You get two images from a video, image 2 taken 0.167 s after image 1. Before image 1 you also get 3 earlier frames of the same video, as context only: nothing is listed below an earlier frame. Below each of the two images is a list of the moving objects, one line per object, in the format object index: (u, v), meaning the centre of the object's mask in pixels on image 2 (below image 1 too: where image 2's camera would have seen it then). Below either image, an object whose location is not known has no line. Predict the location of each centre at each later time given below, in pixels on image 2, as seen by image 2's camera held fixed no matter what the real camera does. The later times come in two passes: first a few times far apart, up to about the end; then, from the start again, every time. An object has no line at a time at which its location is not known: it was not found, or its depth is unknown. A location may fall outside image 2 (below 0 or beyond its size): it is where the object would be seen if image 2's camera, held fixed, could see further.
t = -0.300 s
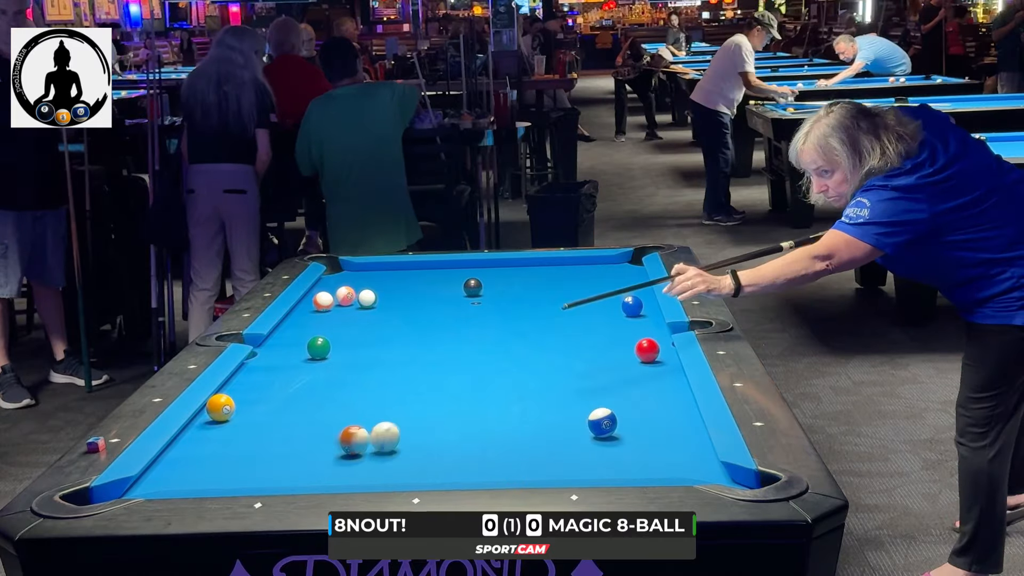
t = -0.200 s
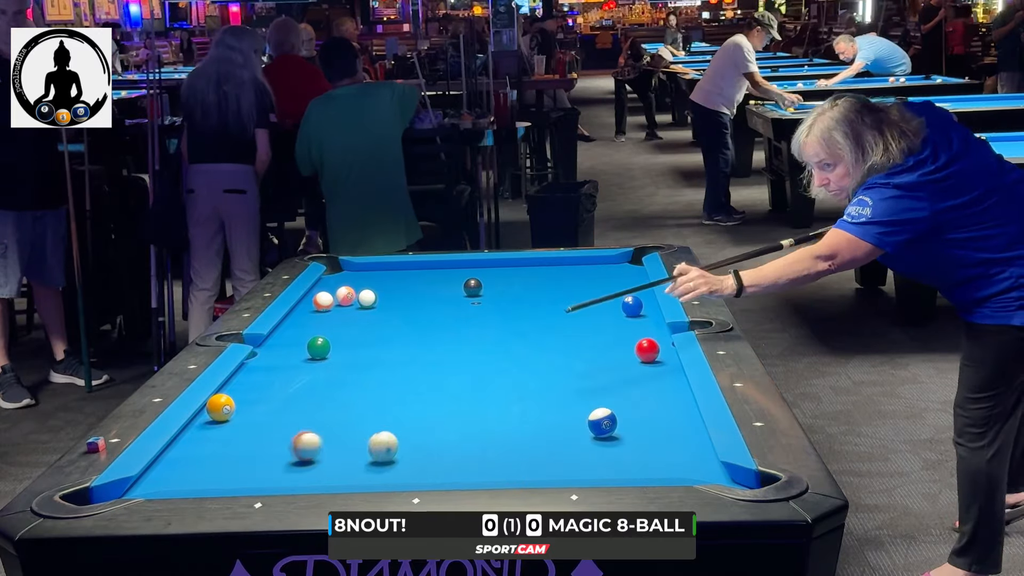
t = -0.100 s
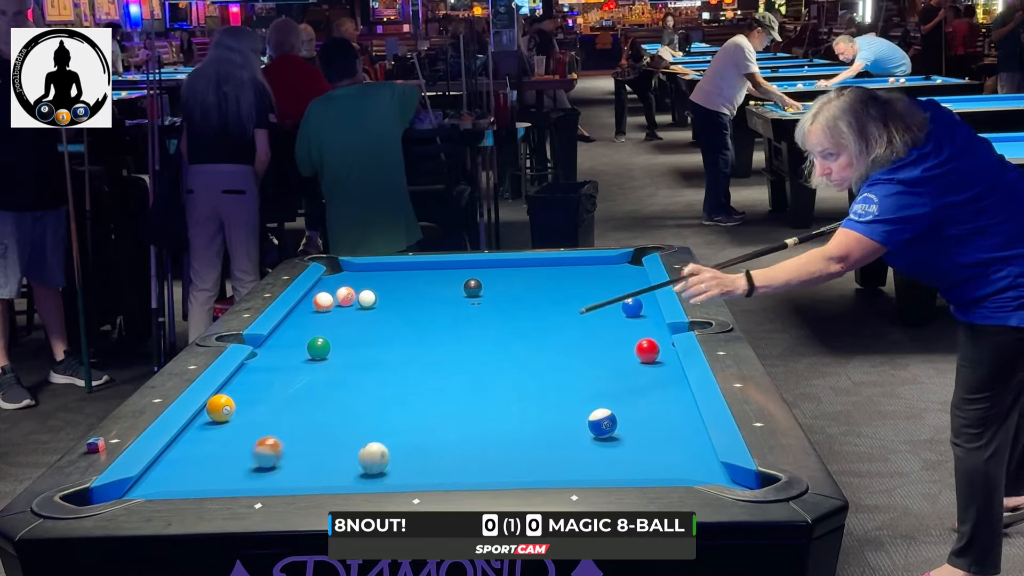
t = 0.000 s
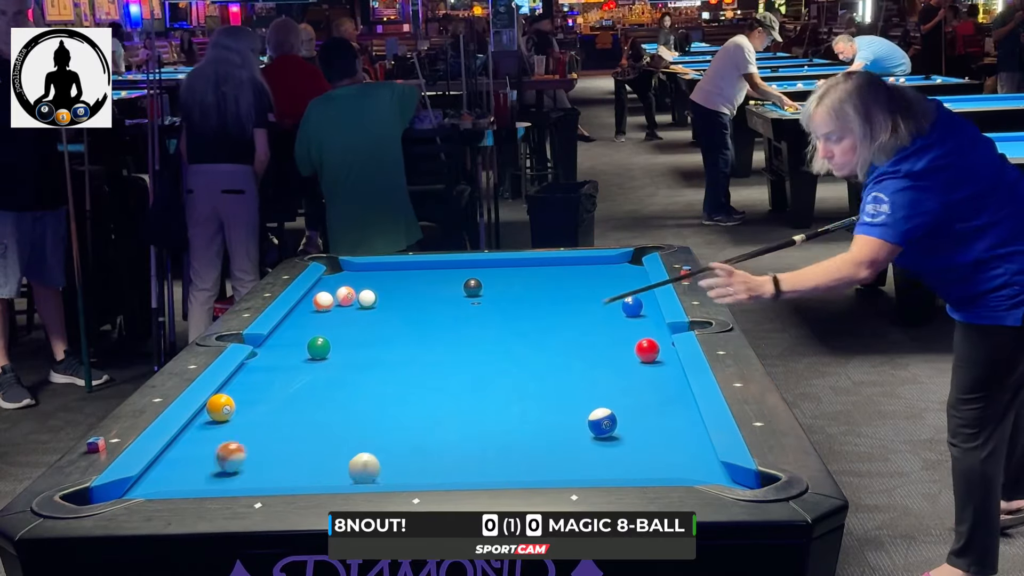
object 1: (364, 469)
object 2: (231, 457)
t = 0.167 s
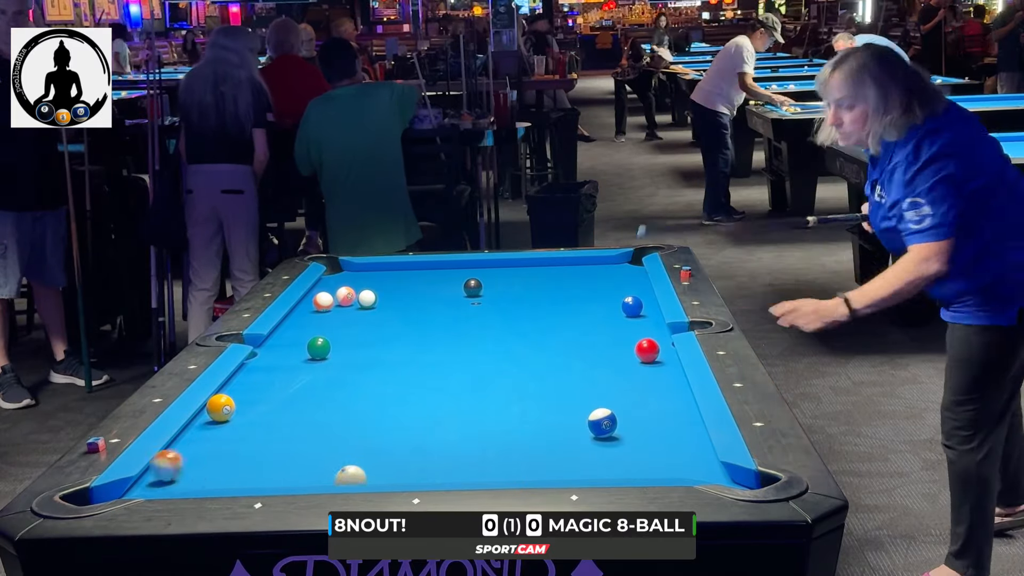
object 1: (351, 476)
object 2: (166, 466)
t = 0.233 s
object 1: (351, 473)
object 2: (172, 468)
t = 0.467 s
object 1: (353, 461)
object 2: (217, 473)
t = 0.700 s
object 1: (355, 447)
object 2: (259, 475)
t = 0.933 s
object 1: (356, 435)
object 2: (301, 477)
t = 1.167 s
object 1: (357, 423)
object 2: (340, 476)
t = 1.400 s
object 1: (357, 413)
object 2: (374, 474)
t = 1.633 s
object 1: (357, 405)
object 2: (405, 471)
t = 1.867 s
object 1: (358, 398)
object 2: (433, 470)
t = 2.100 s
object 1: (359, 391)
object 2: (459, 467)
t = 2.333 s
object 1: (359, 385)
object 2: (483, 465)
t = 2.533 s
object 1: (360, 381)
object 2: (500, 462)
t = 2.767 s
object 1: (361, 376)
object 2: (519, 460)
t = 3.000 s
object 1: (362, 372)
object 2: (534, 458)
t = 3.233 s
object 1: (363, 369)
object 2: (547, 455)
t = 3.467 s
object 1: (364, 366)
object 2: (558, 453)
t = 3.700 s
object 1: (365, 364)
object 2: (567, 452)
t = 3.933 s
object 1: (366, 363)
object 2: (574, 452)
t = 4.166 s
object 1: (367, 362)
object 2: (578, 451)
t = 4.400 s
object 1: (368, 361)
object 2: (580, 450)
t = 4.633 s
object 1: (368, 361)
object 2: (581, 450)
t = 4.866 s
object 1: (368, 361)
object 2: (581, 450)
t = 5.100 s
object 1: (368, 361)
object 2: (581, 450)
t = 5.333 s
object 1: (368, 361)
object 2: (580, 450)
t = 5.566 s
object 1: (368, 361)
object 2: (580, 450)
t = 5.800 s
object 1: (368, 361)
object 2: (580, 450)
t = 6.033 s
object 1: (368, 361)
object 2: (580, 450)
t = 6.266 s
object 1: (368, 361)
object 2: (580, 450)
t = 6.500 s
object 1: (368, 361)
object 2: (580, 450)
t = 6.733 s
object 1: (368, 361)
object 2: (580, 450)
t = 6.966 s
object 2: (581, 450)
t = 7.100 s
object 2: (581, 450)
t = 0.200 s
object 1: (351, 475)
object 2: (165, 467)
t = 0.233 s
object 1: (351, 473)
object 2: (172, 468)
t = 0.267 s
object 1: (351, 472)
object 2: (179, 468)
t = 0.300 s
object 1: (352, 471)
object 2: (185, 469)
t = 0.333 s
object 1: (352, 469)
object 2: (191, 470)
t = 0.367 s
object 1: (352, 468)
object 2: (197, 470)
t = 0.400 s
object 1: (353, 465)
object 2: (204, 471)
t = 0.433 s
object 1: (353, 463)
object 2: (210, 471)
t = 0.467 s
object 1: (353, 461)
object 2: (217, 473)
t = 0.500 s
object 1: (353, 459)
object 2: (222, 473)
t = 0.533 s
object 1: (354, 457)
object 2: (229, 473)
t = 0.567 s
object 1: (354, 455)
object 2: (235, 474)
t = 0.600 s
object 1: (354, 452)
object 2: (241, 474)
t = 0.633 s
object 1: (354, 451)
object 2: (247, 474)
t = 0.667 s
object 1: (355, 449)
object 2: (253, 474)
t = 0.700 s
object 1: (355, 447)
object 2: (259, 475)
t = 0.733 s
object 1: (355, 445)
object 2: (265, 475)
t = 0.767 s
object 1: (355, 443)
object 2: (271, 475)
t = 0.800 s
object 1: (355, 441)
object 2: (277, 476)
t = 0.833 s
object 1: (356, 439)
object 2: (283, 476)
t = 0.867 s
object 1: (356, 437)
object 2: (289, 476)
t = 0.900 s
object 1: (356, 436)
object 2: (296, 477)
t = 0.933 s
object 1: (356, 435)
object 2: (301, 477)
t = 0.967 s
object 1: (356, 433)
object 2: (307, 478)
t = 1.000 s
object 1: (356, 431)
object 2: (313, 477)
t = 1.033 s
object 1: (356, 429)
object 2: (319, 477)
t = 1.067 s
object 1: (356, 428)
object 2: (325, 477)
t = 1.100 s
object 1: (357, 426)
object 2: (330, 477)
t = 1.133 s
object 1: (357, 425)
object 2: (335, 476)
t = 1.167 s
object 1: (357, 423)
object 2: (340, 476)
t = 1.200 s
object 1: (357, 422)
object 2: (345, 476)
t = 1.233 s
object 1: (357, 421)
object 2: (350, 475)
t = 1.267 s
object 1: (357, 419)
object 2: (355, 475)
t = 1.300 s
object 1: (357, 418)
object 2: (360, 475)
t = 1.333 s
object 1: (357, 416)
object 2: (364, 474)
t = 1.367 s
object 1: (357, 415)
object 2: (369, 474)
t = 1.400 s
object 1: (357, 413)
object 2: (374, 474)
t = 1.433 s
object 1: (357, 412)
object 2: (379, 473)
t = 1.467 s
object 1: (357, 411)
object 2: (383, 473)
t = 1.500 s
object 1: (357, 410)
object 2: (388, 473)
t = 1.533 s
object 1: (357, 408)
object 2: (392, 473)
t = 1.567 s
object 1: (357, 407)
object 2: (396, 472)
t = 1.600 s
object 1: (357, 406)
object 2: (401, 472)
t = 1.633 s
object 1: (357, 405)
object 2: (405, 471)
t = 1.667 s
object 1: (358, 404)
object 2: (409, 471)
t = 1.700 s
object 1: (358, 403)
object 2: (413, 471)
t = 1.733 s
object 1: (358, 401)
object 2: (418, 471)
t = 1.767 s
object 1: (358, 401)
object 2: (422, 470)
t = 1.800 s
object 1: (358, 400)
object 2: (426, 470)
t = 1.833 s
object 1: (358, 399)
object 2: (430, 470)
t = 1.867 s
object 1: (358, 398)
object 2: (433, 470)
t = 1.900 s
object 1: (358, 396)
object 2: (437, 469)
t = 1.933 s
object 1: (358, 396)
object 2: (441, 469)
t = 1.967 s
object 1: (359, 395)
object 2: (445, 468)
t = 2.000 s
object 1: (359, 393)
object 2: (448, 468)
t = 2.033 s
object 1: (359, 393)
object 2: (452, 468)
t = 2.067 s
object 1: (359, 392)
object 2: (456, 467)
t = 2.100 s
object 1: (359, 391)
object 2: (459, 467)
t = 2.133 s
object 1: (359, 390)
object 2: (463, 467)
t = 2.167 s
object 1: (359, 389)
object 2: (466, 466)
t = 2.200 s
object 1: (359, 388)
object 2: (470, 466)
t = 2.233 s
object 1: (359, 388)
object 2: (473, 466)
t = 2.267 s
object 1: (359, 387)
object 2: (476, 465)
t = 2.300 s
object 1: (359, 386)
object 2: (479, 465)
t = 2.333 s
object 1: (359, 385)
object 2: (483, 465)
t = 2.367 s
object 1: (359, 384)
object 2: (486, 465)
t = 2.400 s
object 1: (359, 384)
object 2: (488, 465)
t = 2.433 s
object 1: (359, 383)
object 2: (491, 464)
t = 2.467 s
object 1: (359, 382)
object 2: (494, 464)
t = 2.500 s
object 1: (359, 381)
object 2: (497, 463)
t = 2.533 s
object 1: (360, 381)
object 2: (500, 462)
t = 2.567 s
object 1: (360, 380)
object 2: (503, 462)
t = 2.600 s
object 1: (360, 379)
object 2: (506, 462)
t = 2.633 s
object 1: (360, 379)
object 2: (508, 462)
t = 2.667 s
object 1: (360, 378)
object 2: (511, 461)
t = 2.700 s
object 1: (360, 377)
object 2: (514, 461)
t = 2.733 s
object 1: (361, 377)
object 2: (516, 460)
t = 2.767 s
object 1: (361, 376)
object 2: (519, 460)
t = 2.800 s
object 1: (361, 375)
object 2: (521, 460)
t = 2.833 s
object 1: (361, 375)
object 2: (523, 460)
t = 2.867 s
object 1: (361, 374)
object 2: (526, 460)
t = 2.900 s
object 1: (361, 374)
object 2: (528, 459)
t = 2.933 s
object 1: (362, 373)
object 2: (530, 459)
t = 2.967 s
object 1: (362, 373)
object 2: (532, 459)
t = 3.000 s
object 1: (362, 372)
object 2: (534, 458)
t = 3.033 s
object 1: (362, 372)
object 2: (536, 458)
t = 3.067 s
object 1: (362, 371)
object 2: (538, 458)
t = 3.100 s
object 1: (362, 371)
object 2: (540, 457)
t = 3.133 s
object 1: (362, 370)
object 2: (542, 457)
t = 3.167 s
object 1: (362, 370)
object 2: (544, 456)
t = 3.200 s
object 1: (363, 369)
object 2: (546, 456)
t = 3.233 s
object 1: (363, 369)
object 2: (547, 455)
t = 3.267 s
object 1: (363, 368)
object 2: (549, 455)
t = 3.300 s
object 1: (363, 368)
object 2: (551, 455)
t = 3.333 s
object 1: (363, 368)
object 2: (552, 455)
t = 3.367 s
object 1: (364, 367)
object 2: (554, 454)
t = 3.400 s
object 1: (364, 367)
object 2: (556, 454)
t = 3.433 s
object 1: (364, 367)
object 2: (557, 454)
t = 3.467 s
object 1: (364, 366)
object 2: (558, 453)
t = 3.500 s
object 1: (364, 366)
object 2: (560, 453)
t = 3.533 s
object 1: (364, 366)
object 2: (561, 453)
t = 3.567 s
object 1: (364, 365)
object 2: (562, 453)
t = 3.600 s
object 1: (365, 365)
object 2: (563, 453)
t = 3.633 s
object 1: (365, 365)
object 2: (565, 453)
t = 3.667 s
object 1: (365, 365)
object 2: (566, 453)
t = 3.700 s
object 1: (365, 364)
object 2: (567, 452)
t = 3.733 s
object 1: (365, 364)
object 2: (568, 452)
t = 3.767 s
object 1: (366, 363)
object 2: (569, 452)
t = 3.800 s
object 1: (366, 364)
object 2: (570, 452)
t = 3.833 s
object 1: (366, 363)
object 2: (571, 452)
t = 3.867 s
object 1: (366, 363)
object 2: (572, 452)
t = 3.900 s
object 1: (366, 363)
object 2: (573, 452)
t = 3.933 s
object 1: (366, 363)
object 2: (574, 452)
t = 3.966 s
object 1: (366, 362)
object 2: (574, 452)
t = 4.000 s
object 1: (366, 362)
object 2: (575, 451)
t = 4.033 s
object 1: (367, 362)
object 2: (576, 451)
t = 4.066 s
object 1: (367, 362)
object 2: (576, 451)
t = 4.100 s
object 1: (367, 362)
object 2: (577, 451)
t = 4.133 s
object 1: (367, 362)
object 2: (577, 451)
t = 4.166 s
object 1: (367, 362)
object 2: (578, 451)
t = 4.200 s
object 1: (367, 362)
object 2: (578, 451)
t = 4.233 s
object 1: (367, 362)
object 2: (579, 450)
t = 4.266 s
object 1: (368, 361)
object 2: (579, 450)
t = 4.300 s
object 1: (368, 361)
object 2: (579, 450)
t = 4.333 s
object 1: (368, 361)
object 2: (579, 450)
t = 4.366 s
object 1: (368, 361)
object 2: (580, 450)
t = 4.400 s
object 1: (368, 361)
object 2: (580, 450)
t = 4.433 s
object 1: (368, 361)
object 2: (580, 450)
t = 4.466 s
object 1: (368, 361)
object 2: (580, 450)
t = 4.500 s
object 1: (368, 361)
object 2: (581, 450)
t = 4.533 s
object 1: (368, 361)
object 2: (581, 450)
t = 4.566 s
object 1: (368, 361)
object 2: (581, 450)
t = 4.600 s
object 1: (368, 361)
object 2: (581, 450)
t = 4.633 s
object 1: (368, 361)
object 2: (581, 450)
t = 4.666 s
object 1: (368, 361)
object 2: (581, 450)
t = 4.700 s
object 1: (368, 361)
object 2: (581, 450)
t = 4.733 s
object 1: (368, 361)
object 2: (581, 450)
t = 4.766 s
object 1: (368, 361)
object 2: (581, 450)
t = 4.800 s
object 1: (368, 361)
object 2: (581, 450)
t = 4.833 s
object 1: (368, 361)
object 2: (581, 450)
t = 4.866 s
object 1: (368, 361)
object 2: (581, 450)
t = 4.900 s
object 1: (368, 361)
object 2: (581, 450)
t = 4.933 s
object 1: (368, 361)
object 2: (581, 450)
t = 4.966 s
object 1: (368, 361)
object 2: (581, 450)
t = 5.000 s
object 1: (368, 361)
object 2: (581, 450)
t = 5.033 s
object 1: (368, 361)
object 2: (581, 450)
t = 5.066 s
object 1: (368, 361)
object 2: (581, 450)
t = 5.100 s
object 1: (368, 361)
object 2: (581, 450)
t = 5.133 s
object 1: (368, 361)
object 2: (581, 450)
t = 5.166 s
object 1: (368, 361)
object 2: (581, 450)
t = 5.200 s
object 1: (368, 361)
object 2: (581, 450)
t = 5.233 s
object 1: (368, 361)
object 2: (580, 450)
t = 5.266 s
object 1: (368, 361)
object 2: (580, 450)
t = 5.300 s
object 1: (368, 361)
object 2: (580, 450)
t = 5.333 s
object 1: (368, 361)
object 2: (580, 450)
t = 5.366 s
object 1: (368, 361)
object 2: (581, 450)
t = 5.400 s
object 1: (368, 361)
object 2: (580, 450)
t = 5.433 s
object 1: (368, 361)
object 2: (580, 450)
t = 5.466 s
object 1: (368, 361)
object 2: (580, 450)
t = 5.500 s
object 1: (368, 361)
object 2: (580, 450)
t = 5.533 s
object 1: (368, 361)
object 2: (580, 450)
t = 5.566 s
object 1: (368, 361)
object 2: (580, 450)
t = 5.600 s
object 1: (368, 361)
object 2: (580, 450)
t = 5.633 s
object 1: (368, 361)
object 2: (580, 450)
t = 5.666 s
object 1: (368, 361)
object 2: (580, 450)
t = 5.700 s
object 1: (368, 361)
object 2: (580, 450)
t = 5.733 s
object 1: (368, 361)
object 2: (580, 450)
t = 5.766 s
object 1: (368, 361)
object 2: (580, 450)
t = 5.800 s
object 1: (368, 361)
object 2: (580, 450)
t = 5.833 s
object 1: (368, 361)
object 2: (580, 450)
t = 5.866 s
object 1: (368, 361)
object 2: (580, 450)
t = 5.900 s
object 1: (368, 361)
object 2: (580, 450)
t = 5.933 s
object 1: (368, 361)
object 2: (580, 450)
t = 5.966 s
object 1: (368, 361)
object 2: (580, 450)
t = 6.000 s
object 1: (368, 361)
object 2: (580, 450)
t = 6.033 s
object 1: (368, 361)
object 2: (580, 450)
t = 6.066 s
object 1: (368, 361)
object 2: (580, 450)
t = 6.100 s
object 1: (368, 361)
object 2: (580, 450)
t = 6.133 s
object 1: (368, 361)
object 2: (580, 450)
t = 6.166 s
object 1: (368, 361)
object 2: (580, 450)
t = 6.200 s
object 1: (368, 361)
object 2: (580, 450)
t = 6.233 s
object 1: (368, 361)
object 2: (580, 450)
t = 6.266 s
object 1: (368, 361)
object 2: (580, 450)
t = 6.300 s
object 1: (368, 361)
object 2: (580, 450)
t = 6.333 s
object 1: (368, 361)
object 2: (580, 450)
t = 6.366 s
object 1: (368, 361)
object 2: (581, 450)
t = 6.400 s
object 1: (368, 361)
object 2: (581, 450)
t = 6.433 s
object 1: (368, 361)
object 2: (581, 450)
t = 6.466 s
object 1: (368, 361)
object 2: (580, 450)
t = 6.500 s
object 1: (368, 361)
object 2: (580, 450)
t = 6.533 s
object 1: (368, 361)
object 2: (580, 450)
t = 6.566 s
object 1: (368, 361)
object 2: (581, 450)
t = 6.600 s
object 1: (368, 361)
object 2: (581, 450)
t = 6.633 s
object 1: (368, 361)
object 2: (581, 450)
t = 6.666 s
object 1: (368, 361)
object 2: (581, 450)
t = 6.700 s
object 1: (368, 361)
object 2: (581, 450)
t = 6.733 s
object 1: (368, 361)
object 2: (580, 450)
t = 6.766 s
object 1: (368, 361)
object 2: (581, 450)
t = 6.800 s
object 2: (580, 450)
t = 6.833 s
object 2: (581, 450)
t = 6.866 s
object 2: (581, 450)
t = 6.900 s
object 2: (581, 450)
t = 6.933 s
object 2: (581, 450)
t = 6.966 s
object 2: (581, 450)
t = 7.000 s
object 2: (581, 450)
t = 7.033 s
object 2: (581, 450)
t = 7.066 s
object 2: (580, 450)
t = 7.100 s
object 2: (581, 450)
